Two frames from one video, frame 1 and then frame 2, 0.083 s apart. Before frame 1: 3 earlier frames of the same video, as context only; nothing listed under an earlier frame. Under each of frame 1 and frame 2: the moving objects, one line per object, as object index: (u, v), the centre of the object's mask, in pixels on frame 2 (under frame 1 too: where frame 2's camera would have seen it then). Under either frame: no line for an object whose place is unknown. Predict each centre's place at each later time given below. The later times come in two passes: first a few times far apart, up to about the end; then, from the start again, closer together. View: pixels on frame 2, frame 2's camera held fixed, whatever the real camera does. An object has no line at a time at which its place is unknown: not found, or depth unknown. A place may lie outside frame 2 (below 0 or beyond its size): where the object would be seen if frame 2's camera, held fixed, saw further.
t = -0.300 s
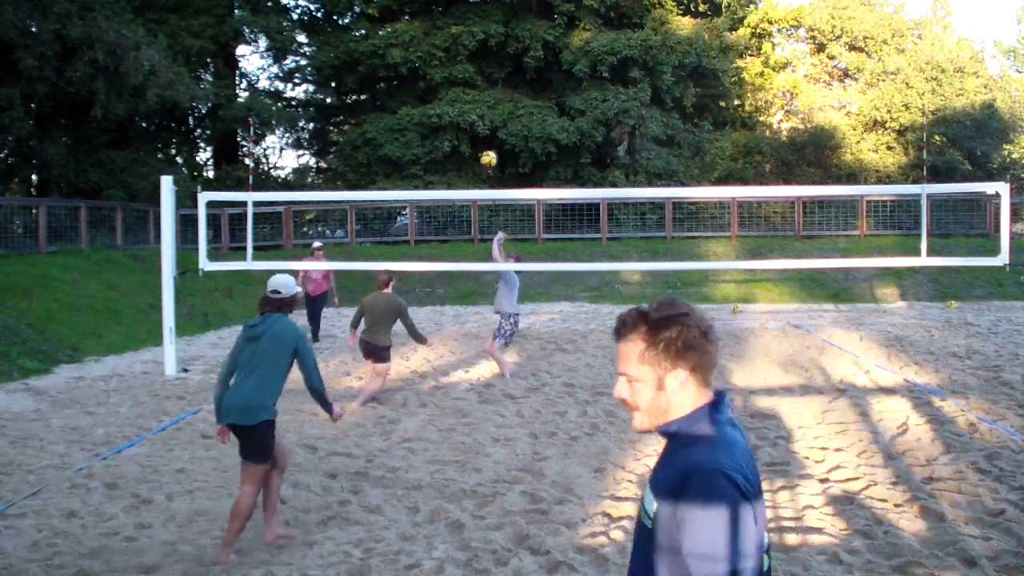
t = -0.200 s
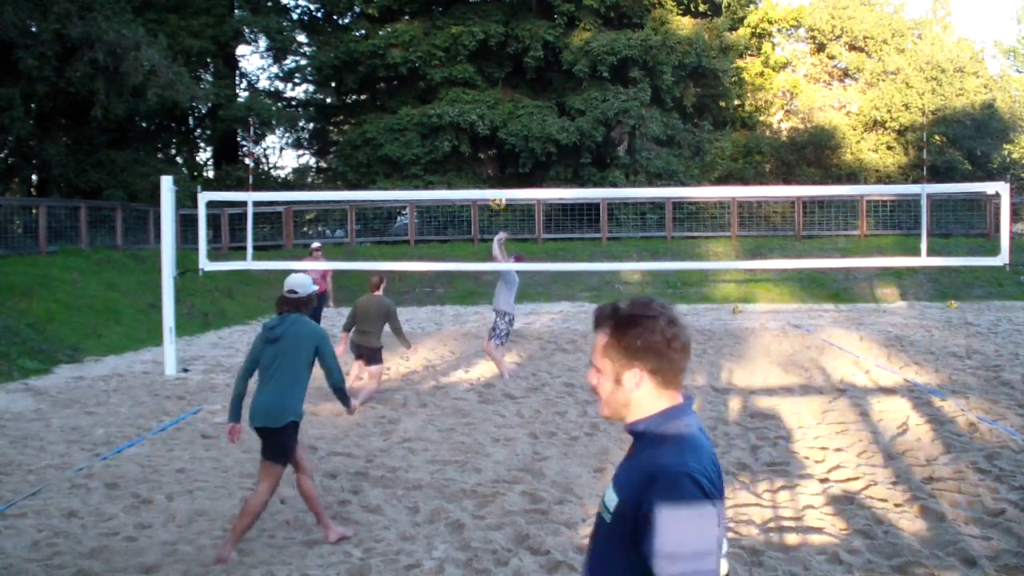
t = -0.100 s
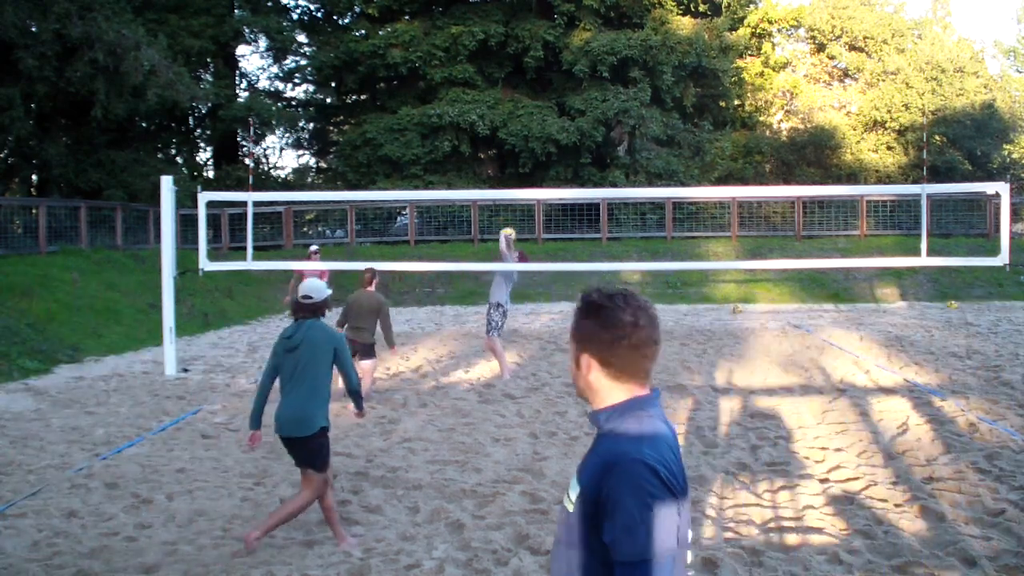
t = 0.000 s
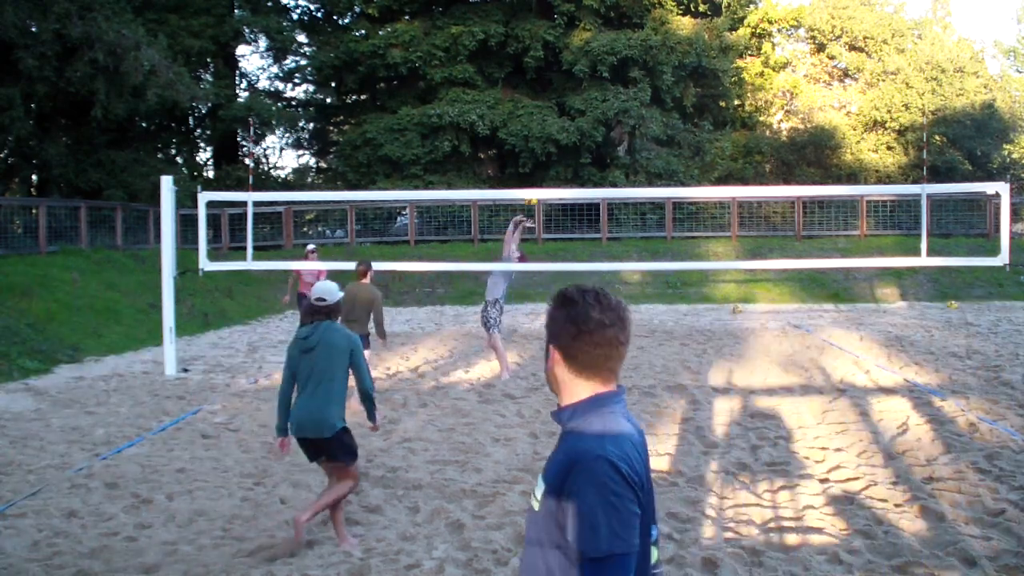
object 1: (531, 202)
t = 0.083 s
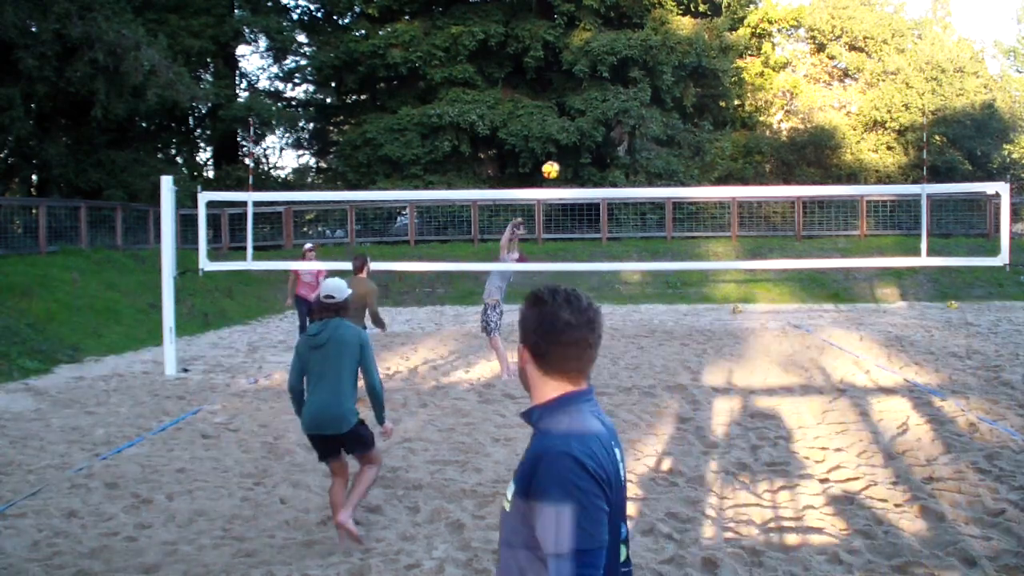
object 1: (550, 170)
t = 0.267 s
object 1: (595, 125)
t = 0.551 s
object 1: (664, 107)
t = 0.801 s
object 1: (725, 144)
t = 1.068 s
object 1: (789, 240)
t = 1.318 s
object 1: (841, 374)
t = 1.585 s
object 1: (825, 375)
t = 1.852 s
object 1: (823, 375)
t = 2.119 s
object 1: (824, 377)
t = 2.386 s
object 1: (825, 378)
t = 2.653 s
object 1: (826, 378)
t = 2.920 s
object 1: (826, 378)
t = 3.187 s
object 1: (826, 378)
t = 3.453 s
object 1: (826, 378)
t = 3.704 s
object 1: (826, 378)
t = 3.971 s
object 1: (826, 378)
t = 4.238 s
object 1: (826, 378)
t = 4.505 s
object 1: (826, 378)
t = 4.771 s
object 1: (826, 378)
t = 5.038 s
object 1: (826, 378)
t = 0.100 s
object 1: (554, 165)
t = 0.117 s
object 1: (558, 160)
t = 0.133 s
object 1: (563, 155)
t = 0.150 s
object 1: (567, 151)
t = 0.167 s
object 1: (570, 147)
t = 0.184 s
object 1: (574, 143)
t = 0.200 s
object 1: (579, 139)
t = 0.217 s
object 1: (583, 135)
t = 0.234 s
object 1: (586, 132)
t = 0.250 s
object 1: (591, 128)
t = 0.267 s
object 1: (595, 125)
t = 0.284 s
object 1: (599, 123)
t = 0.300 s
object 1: (603, 120)
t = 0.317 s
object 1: (607, 118)
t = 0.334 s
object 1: (611, 116)
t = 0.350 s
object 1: (615, 114)
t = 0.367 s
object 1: (619, 112)
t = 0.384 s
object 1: (623, 111)
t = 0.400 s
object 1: (627, 109)
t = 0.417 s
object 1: (631, 108)
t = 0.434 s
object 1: (636, 108)
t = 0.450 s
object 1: (640, 107)
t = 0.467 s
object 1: (643, 106)
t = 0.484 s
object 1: (648, 106)
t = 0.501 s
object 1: (652, 106)
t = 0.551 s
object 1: (664, 107)
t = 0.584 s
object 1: (672, 110)
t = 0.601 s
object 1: (676, 111)
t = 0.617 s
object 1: (680, 113)
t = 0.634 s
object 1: (684, 115)
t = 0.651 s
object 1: (688, 117)
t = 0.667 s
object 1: (693, 119)
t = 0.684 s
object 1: (697, 122)
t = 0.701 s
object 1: (701, 124)
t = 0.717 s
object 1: (705, 127)
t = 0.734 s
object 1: (709, 130)
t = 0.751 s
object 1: (713, 133)
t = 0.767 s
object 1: (717, 137)
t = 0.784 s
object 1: (721, 141)
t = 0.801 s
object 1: (725, 144)
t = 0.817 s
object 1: (729, 149)
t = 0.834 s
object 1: (733, 153)
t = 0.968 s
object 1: (765, 201)
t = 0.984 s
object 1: (770, 204)
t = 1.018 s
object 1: (777, 217)
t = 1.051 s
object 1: (785, 232)
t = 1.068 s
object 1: (789, 240)
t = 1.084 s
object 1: (792, 247)
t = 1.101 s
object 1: (796, 253)
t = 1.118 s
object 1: (800, 257)
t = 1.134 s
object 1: (805, 274)
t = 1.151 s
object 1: (808, 280)
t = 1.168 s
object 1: (812, 288)
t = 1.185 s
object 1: (815, 297)
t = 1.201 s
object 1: (819, 307)
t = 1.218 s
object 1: (822, 316)
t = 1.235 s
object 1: (826, 326)
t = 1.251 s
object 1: (828, 335)
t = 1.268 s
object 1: (832, 345)
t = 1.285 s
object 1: (836, 356)
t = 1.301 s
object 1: (839, 366)
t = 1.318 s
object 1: (841, 374)
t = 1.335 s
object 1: (840, 375)
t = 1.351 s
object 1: (838, 375)
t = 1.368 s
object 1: (837, 375)
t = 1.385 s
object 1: (835, 375)
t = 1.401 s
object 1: (834, 375)
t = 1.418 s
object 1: (833, 376)
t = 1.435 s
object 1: (832, 375)
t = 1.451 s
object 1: (830, 376)
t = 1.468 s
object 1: (827, 376)
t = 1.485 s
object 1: (827, 376)
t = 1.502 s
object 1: (826, 376)
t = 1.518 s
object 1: (826, 375)
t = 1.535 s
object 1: (826, 376)
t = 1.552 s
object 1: (825, 375)
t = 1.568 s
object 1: (825, 374)
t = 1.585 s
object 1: (825, 375)
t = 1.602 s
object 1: (825, 375)
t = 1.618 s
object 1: (824, 375)
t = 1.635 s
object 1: (824, 375)
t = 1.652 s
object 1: (824, 375)
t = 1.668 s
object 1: (824, 375)
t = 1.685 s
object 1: (824, 375)
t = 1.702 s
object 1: (824, 374)
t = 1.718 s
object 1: (824, 375)
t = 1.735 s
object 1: (824, 375)
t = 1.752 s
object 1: (824, 375)
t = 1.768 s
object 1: (824, 375)
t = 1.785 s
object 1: (823, 375)
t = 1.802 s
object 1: (824, 375)
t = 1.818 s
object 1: (823, 375)
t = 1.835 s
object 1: (823, 375)
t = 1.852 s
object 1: (823, 375)
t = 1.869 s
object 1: (824, 376)
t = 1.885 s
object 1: (824, 376)
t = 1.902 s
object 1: (824, 376)
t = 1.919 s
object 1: (824, 376)
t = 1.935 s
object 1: (824, 376)
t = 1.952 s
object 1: (824, 376)
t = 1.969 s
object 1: (824, 376)
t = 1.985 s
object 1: (824, 376)
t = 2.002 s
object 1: (824, 376)
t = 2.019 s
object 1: (824, 376)
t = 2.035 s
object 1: (824, 376)
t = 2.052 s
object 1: (824, 376)
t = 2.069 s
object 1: (824, 376)
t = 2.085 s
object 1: (824, 376)
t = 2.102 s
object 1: (824, 377)
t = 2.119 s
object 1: (824, 377)
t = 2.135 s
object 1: (824, 377)
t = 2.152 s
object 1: (824, 377)
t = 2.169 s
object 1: (824, 377)
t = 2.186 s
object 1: (825, 377)
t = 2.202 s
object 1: (825, 377)
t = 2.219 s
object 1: (825, 378)
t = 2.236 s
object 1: (825, 378)
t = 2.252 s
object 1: (825, 378)
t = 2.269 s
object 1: (825, 378)
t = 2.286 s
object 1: (825, 378)
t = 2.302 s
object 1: (825, 378)
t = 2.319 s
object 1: (825, 378)
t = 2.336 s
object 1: (825, 378)
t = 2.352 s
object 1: (825, 378)
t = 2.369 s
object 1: (825, 378)
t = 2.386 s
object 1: (825, 378)
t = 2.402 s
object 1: (825, 378)
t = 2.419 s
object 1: (825, 378)
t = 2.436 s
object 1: (825, 378)
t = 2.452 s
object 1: (825, 378)
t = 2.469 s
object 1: (826, 378)
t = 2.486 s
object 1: (825, 378)
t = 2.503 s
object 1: (825, 378)
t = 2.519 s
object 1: (826, 378)
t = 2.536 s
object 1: (826, 378)
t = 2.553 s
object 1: (825, 378)
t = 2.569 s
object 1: (825, 378)
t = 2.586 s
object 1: (826, 378)
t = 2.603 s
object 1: (826, 378)
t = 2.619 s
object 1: (826, 378)
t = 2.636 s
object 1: (826, 378)
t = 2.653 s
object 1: (826, 378)
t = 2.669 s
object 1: (826, 378)
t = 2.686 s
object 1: (826, 378)
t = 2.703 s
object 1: (826, 378)
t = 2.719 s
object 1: (826, 378)
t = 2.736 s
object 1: (826, 378)
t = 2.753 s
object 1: (826, 378)
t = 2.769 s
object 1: (826, 378)
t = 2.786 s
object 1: (826, 378)
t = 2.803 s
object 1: (826, 378)
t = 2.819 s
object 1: (826, 378)
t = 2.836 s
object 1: (826, 378)
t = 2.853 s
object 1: (826, 378)
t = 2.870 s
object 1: (826, 378)
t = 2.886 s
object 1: (826, 378)
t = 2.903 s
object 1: (826, 378)
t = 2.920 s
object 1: (826, 378)
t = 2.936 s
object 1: (826, 378)
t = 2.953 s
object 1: (826, 378)
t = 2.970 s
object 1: (826, 378)
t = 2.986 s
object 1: (826, 378)
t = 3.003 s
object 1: (826, 378)
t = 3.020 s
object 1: (826, 378)
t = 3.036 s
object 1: (826, 378)
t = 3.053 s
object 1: (826, 378)
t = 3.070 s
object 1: (826, 378)
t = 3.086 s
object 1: (826, 378)
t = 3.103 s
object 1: (826, 378)
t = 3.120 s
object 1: (826, 378)
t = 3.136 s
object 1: (826, 378)
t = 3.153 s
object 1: (826, 378)
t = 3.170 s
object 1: (826, 378)
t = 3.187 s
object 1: (826, 378)
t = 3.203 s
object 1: (826, 378)
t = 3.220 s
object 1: (826, 378)
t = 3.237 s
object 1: (826, 378)
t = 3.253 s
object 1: (826, 378)
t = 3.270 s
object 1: (826, 378)
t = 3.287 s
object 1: (826, 378)
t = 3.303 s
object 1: (826, 378)
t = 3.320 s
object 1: (826, 378)
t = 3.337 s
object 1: (826, 378)
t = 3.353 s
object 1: (826, 378)
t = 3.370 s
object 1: (826, 378)
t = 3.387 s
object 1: (826, 378)
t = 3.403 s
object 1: (826, 378)
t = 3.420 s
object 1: (826, 378)
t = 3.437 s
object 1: (826, 378)
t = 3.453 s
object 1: (826, 378)
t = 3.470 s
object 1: (826, 378)
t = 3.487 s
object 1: (826, 378)
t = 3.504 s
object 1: (826, 378)
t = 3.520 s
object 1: (826, 378)
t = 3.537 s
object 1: (826, 378)
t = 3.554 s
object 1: (826, 378)
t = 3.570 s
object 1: (826, 378)
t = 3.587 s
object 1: (826, 378)
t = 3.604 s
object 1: (826, 378)
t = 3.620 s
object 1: (826, 378)
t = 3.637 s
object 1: (826, 378)
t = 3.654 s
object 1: (826, 378)
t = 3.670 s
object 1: (826, 378)
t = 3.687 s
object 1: (826, 378)
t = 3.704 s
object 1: (826, 378)
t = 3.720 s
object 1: (826, 378)
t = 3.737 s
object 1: (826, 378)
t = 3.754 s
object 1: (826, 378)
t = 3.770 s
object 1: (826, 378)
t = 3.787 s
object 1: (826, 378)
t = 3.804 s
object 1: (826, 378)
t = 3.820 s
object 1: (826, 378)
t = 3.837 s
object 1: (826, 378)
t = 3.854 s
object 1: (826, 378)
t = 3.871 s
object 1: (826, 378)
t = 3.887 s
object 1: (826, 378)
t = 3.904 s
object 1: (826, 378)
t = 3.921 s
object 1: (826, 378)
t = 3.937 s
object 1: (826, 378)
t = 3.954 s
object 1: (826, 378)
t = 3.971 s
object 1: (826, 378)
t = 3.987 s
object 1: (826, 378)
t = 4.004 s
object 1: (826, 378)
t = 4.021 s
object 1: (826, 378)
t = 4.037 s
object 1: (826, 378)
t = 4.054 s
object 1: (826, 378)
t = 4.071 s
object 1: (826, 378)
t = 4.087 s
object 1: (826, 378)
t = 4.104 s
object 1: (826, 378)
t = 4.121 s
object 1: (826, 378)
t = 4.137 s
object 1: (826, 378)
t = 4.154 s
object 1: (826, 378)
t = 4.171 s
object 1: (826, 378)
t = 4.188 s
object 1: (826, 378)
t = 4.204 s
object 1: (826, 378)
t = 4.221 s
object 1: (826, 378)
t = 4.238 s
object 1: (826, 378)
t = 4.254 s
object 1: (826, 378)
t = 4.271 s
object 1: (826, 378)
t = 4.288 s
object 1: (826, 378)
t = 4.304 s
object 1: (826, 378)
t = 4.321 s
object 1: (826, 378)
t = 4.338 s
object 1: (826, 378)
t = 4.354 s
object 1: (826, 378)
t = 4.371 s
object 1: (826, 378)
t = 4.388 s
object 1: (826, 378)
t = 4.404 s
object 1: (826, 378)
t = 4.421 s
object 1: (826, 378)
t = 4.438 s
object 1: (826, 378)
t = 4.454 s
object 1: (826, 378)
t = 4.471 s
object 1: (826, 378)
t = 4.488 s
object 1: (826, 378)
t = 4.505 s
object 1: (826, 378)
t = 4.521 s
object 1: (826, 378)
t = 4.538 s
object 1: (826, 378)
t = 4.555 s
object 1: (826, 378)
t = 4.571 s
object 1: (826, 378)
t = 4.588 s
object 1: (826, 378)
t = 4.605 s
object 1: (826, 378)
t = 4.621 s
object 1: (826, 378)
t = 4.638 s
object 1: (826, 378)
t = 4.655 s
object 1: (826, 378)
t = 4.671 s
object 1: (826, 378)
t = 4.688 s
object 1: (826, 378)
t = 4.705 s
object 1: (826, 378)
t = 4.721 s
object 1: (826, 378)
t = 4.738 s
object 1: (826, 378)
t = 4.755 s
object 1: (826, 378)
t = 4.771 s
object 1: (826, 378)
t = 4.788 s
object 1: (826, 378)
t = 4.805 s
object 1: (826, 378)
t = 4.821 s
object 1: (826, 378)
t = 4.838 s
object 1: (826, 378)
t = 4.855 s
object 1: (826, 378)
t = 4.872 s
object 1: (826, 378)
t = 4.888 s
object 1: (825, 378)
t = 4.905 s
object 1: (826, 378)
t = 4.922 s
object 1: (826, 378)
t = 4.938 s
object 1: (826, 378)
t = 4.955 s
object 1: (826, 378)
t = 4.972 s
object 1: (826, 378)
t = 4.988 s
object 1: (826, 378)
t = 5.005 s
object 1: (826, 378)
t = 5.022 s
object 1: (826, 378)
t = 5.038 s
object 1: (826, 378)
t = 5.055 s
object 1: (826, 378)
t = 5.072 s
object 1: (826, 378)
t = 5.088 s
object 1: (826, 378)
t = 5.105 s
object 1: (826, 378)
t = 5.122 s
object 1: (826, 378)
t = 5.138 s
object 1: (826, 378)
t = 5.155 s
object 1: (826, 378)
